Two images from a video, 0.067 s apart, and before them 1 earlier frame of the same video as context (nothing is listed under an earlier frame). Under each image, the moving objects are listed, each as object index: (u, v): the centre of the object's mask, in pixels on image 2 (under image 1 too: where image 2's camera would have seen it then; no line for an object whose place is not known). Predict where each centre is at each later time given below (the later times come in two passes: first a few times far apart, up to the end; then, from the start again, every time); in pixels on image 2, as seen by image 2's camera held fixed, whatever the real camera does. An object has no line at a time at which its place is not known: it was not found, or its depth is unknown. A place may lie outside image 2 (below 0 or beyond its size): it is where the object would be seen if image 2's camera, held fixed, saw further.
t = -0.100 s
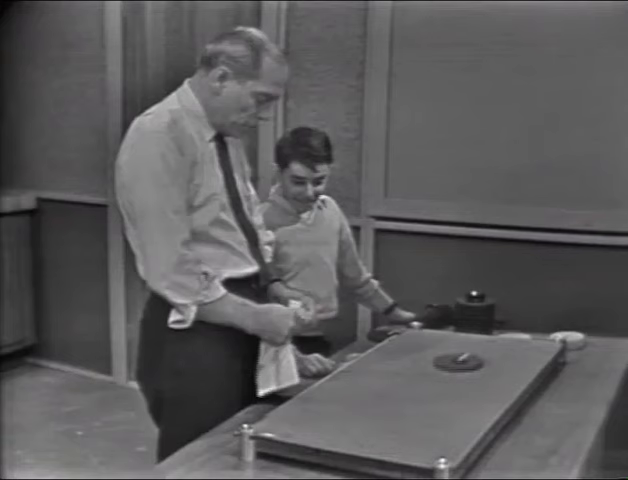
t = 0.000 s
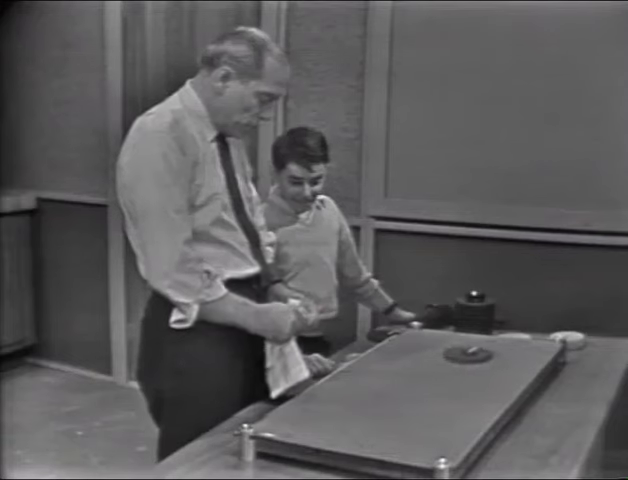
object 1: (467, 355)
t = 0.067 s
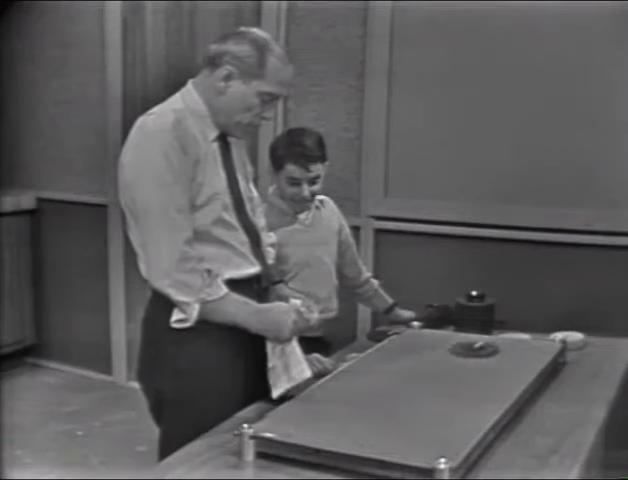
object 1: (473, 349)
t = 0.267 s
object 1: (484, 341)
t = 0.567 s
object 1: (456, 363)
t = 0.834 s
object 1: (429, 385)
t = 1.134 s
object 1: (392, 415)
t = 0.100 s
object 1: (476, 347)
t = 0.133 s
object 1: (479, 345)
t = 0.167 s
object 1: (482, 342)
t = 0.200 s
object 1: (485, 340)
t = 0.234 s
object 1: (486, 339)
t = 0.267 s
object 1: (484, 341)
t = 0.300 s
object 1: (481, 343)
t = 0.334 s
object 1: (478, 345)
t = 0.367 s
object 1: (476, 347)
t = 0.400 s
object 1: (472, 350)
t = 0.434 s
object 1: (469, 353)
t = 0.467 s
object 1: (466, 355)
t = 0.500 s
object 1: (462, 358)
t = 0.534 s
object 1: (459, 360)
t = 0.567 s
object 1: (456, 363)
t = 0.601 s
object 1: (454, 365)
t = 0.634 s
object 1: (450, 368)
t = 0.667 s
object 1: (446, 371)
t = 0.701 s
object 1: (443, 373)
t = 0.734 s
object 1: (440, 376)
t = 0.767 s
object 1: (436, 379)
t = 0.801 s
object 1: (432, 382)
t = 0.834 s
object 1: (429, 385)
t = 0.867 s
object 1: (424, 388)
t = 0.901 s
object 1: (421, 391)
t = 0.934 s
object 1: (417, 395)
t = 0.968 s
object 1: (413, 398)
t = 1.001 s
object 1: (408, 401)
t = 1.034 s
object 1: (404, 404)
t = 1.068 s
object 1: (400, 408)
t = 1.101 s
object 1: (396, 411)
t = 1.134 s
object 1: (392, 415)
